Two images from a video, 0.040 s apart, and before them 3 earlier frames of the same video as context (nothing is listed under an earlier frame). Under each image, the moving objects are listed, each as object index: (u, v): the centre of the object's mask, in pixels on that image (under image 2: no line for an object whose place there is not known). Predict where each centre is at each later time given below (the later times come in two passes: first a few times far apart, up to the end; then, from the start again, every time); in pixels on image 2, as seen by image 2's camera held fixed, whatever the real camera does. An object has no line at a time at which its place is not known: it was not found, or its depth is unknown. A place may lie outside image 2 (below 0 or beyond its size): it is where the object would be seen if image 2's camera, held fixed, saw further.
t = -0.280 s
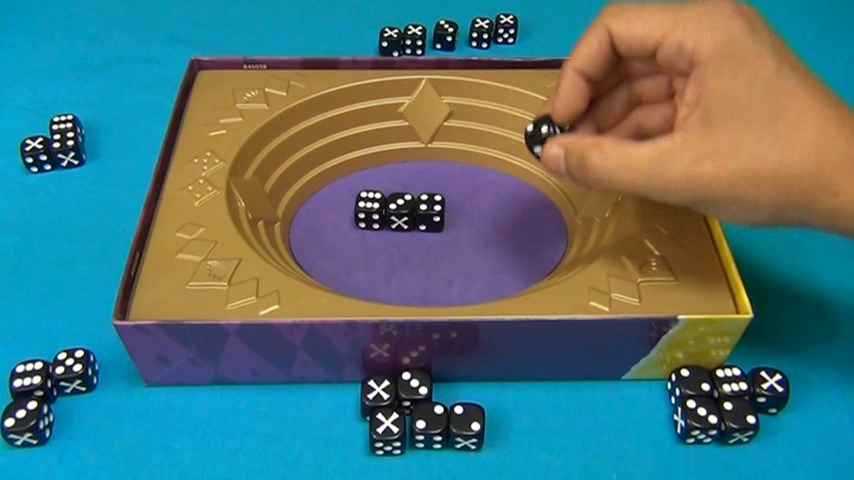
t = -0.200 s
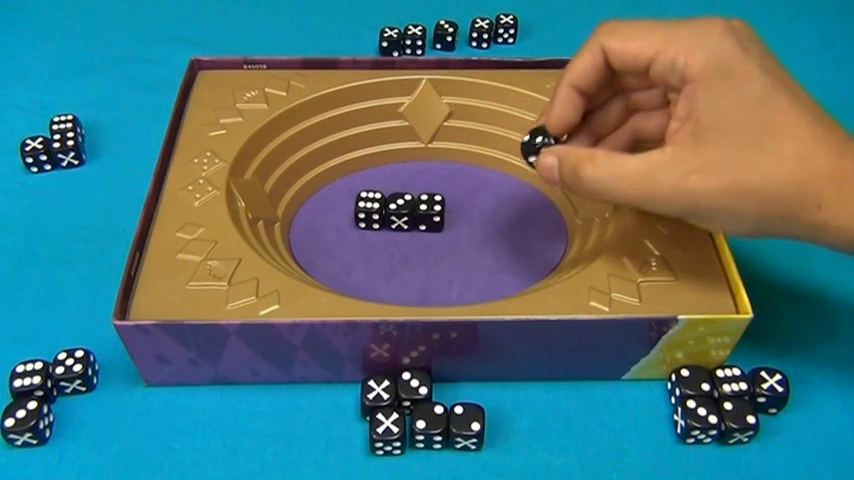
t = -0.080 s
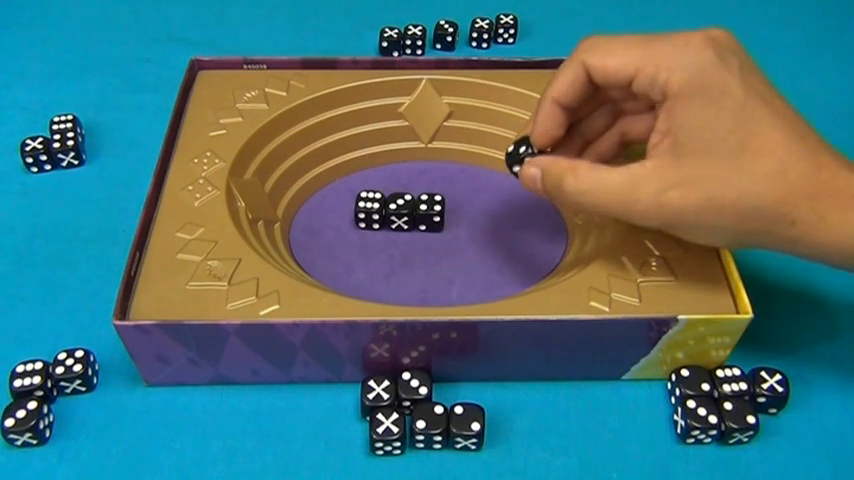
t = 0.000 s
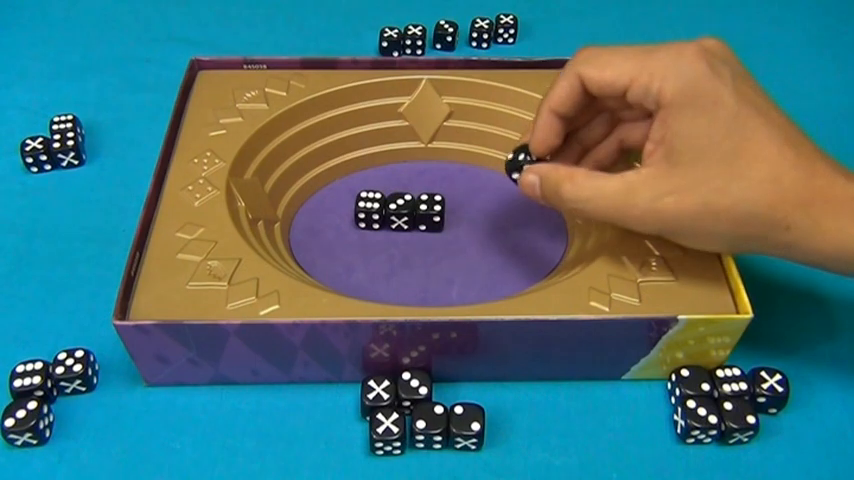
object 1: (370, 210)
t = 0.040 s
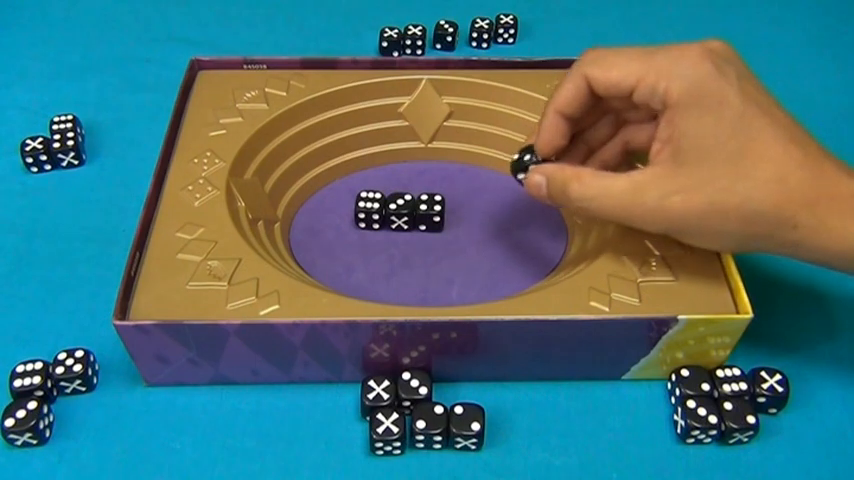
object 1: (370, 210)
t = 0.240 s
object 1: (370, 210)
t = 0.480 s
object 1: (370, 209)
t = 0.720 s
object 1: (357, 206)
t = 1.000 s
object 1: (357, 207)
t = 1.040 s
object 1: (357, 207)
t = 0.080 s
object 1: (370, 210)
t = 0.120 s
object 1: (370, 210)
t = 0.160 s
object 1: (370, 210)
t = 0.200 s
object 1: (370, 210)
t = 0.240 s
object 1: (370, 210)
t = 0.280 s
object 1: (370, 210)
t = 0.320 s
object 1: (370, 210)
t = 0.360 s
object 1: (370, 210)
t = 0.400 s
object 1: (370, 210)
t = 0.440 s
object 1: (370, 210)
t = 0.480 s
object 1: (370, 209)
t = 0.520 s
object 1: (361, 208)
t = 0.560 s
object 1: (357, 206)
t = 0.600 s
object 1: (357, 206)
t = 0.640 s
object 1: (357, 206)
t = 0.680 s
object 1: (357, 206)
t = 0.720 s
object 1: (357, 206)
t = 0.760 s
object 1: (357, 206)
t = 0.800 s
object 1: (357, 206)
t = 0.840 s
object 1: (357, 206)
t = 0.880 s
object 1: (357, 206)
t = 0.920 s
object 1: (357, 206)
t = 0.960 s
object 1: (357, 206)
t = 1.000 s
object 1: (357, 207)
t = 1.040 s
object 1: (357, 207)
